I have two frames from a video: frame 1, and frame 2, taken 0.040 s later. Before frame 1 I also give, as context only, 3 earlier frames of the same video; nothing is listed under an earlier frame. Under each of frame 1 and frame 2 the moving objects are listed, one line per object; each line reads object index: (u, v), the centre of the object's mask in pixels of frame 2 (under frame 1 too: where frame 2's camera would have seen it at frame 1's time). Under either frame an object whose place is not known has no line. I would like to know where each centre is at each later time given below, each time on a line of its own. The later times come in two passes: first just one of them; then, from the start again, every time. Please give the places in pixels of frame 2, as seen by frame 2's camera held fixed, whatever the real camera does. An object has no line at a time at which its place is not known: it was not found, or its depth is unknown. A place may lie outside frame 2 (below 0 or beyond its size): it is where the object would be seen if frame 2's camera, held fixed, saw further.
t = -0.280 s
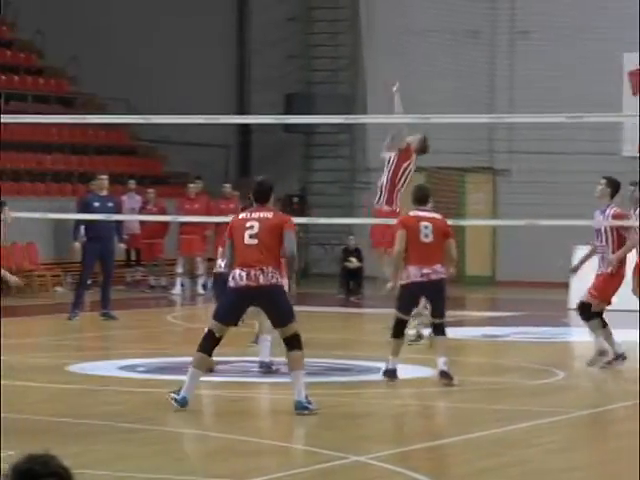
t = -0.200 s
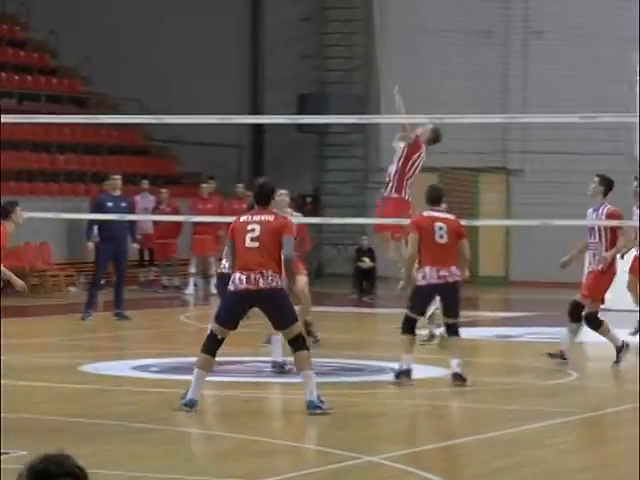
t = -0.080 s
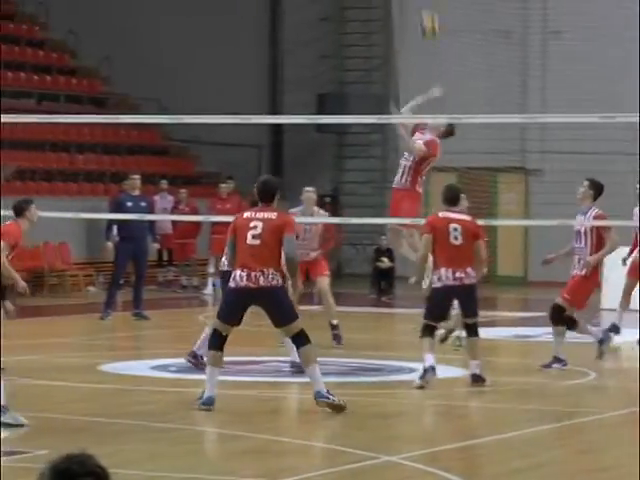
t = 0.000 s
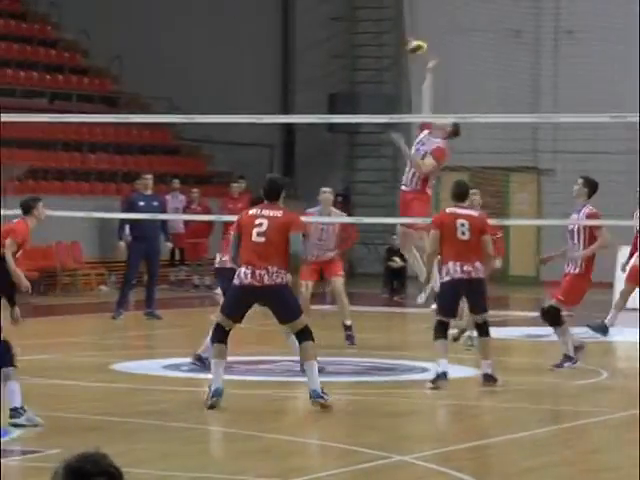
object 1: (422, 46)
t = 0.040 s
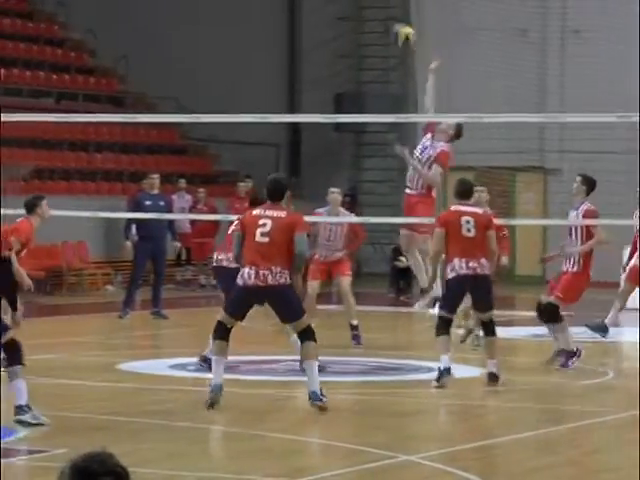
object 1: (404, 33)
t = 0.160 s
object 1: (342, 8)
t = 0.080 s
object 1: (383, 23)
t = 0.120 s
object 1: (363, 13)
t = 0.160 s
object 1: (342, 8)
